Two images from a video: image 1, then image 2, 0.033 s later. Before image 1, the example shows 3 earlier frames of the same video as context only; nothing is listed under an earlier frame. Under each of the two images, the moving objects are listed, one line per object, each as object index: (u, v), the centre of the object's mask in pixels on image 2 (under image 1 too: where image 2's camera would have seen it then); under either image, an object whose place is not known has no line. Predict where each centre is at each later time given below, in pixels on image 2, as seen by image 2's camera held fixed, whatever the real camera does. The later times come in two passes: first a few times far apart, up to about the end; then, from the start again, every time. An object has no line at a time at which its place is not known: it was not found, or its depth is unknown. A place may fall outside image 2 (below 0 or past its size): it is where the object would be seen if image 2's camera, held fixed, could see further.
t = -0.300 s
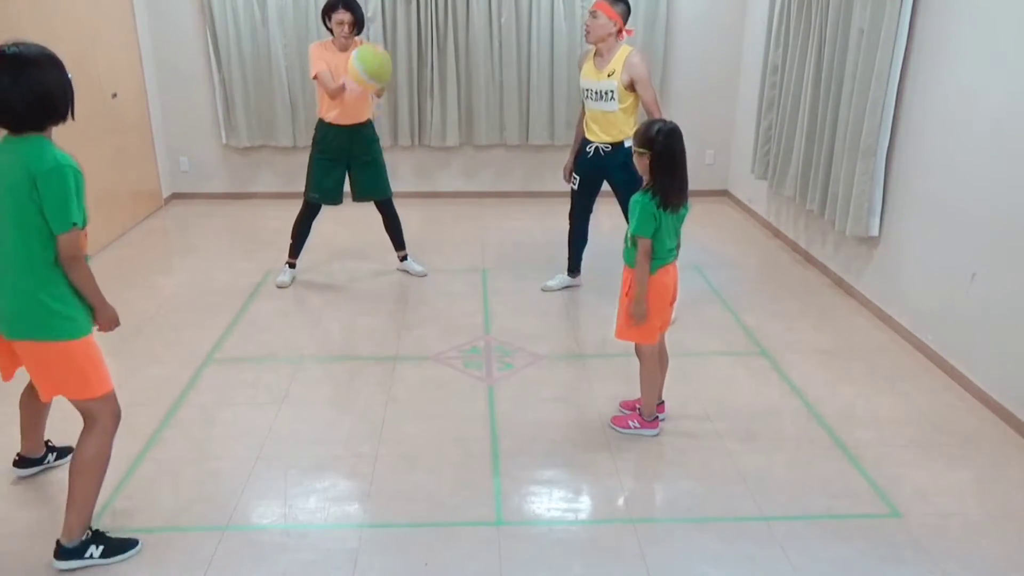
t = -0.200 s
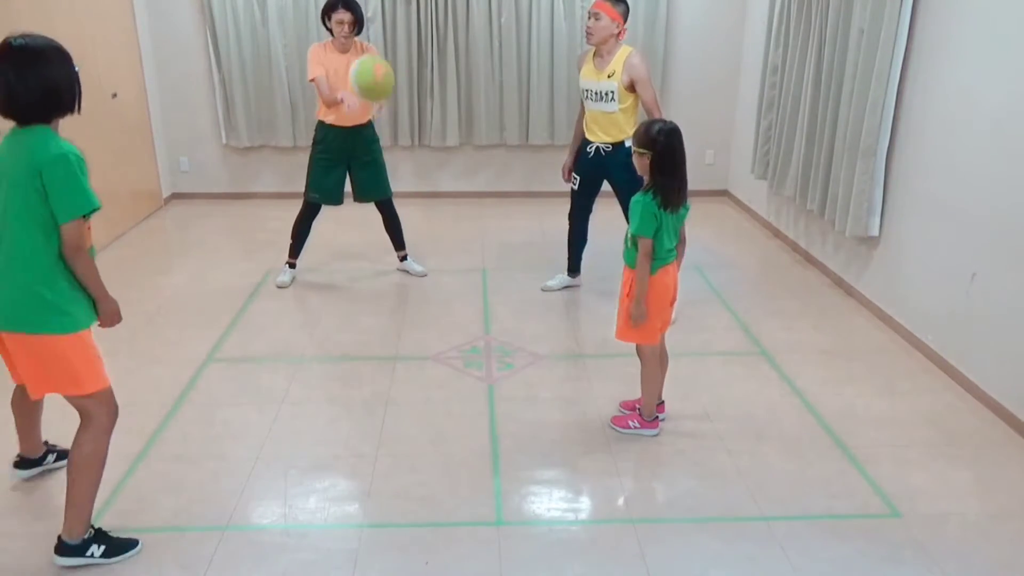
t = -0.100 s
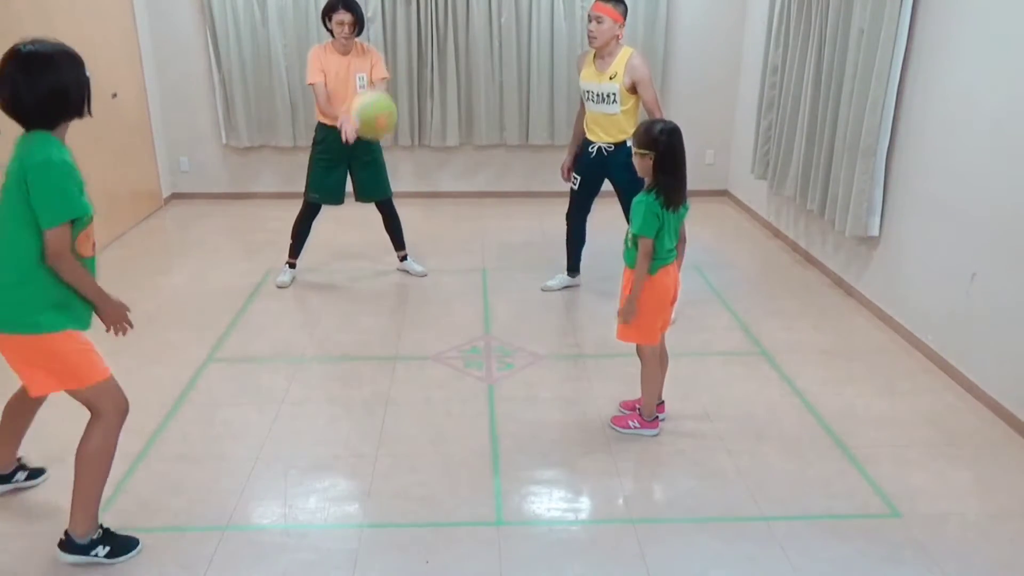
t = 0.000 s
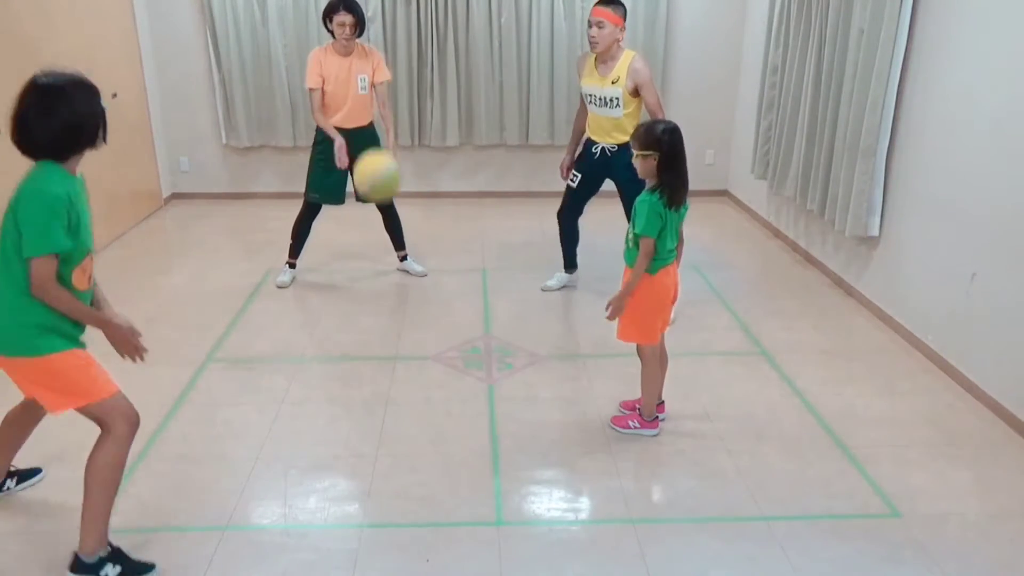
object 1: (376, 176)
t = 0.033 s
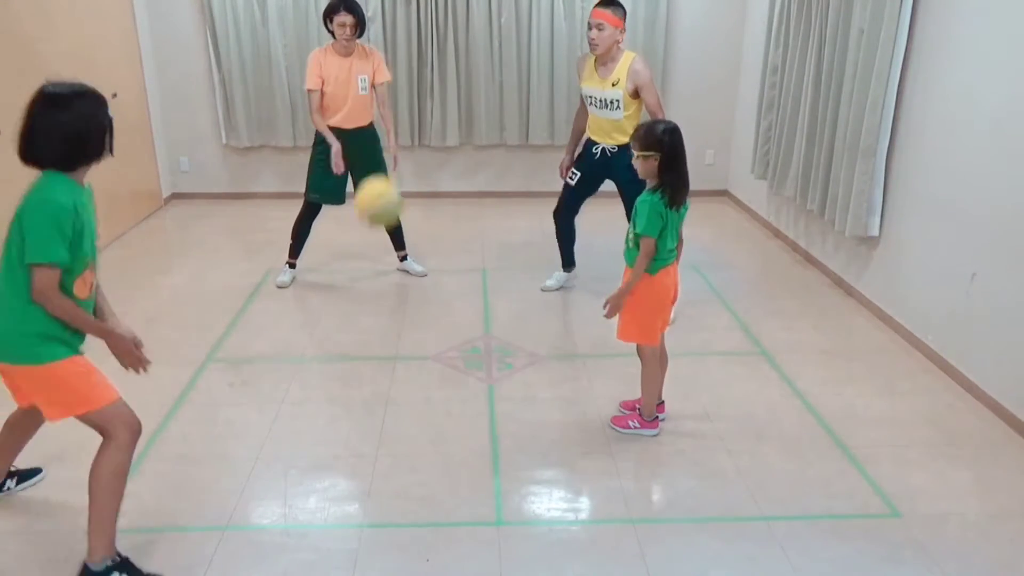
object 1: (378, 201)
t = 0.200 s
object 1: (389, 376)
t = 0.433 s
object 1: (386, 260)
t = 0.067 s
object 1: (381, 230)
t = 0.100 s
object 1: (381, 261)
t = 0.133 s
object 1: (383, 297)
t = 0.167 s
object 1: (387, 333)
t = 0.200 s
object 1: (389, 376)
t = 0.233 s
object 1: (390, 393)
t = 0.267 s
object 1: (390, 366)
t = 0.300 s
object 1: (389, 343)
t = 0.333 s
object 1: (387, 321)
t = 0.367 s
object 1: (386, 299)
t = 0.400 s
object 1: (386, 281)
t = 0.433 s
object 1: (386, 260)
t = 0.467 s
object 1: (385, 244)
